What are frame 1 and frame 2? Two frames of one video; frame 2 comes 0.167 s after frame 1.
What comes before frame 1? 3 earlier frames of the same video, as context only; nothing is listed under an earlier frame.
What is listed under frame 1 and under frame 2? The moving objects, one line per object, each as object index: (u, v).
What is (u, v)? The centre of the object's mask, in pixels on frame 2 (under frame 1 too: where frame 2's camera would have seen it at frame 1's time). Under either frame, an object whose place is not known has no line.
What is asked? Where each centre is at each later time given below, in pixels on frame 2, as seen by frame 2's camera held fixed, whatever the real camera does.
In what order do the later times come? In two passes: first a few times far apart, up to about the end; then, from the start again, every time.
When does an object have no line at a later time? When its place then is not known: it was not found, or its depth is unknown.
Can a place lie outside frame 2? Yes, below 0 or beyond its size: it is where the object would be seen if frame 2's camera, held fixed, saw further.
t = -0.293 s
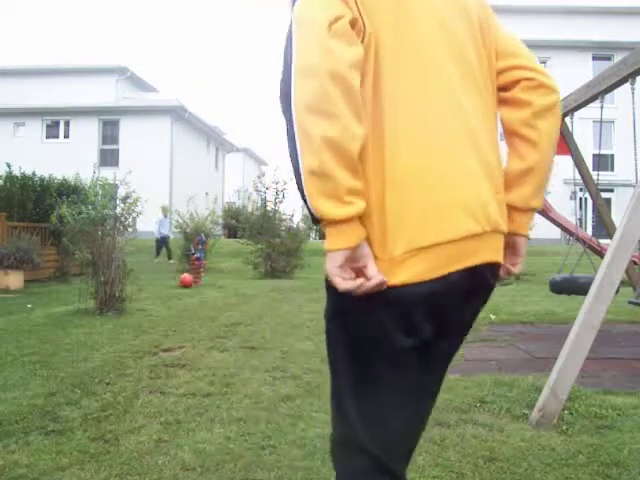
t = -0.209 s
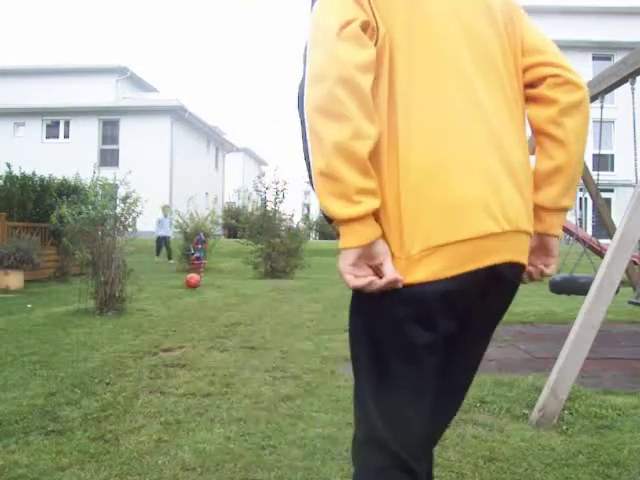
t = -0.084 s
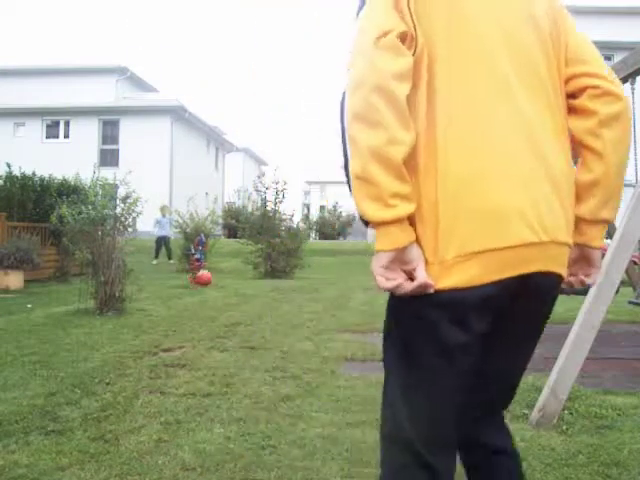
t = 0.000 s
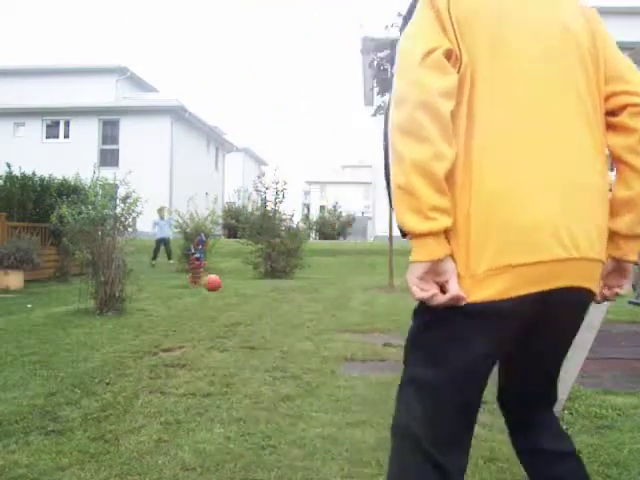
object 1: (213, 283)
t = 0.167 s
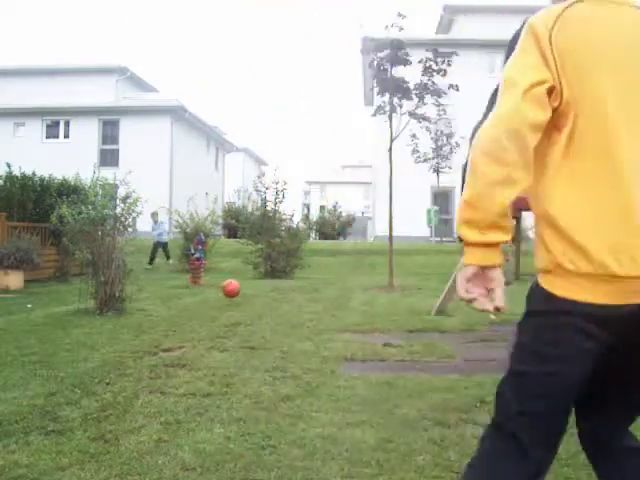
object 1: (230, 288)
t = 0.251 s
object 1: (241, 288)
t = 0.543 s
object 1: (285, 304)
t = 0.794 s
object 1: (338, 320)
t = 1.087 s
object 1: (424, 341)
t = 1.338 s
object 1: (547, 369)
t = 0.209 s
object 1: (236, 287)
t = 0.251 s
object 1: (241, 288)
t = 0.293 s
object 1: (247, 290)
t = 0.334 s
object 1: (253, 294)
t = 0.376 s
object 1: (259, 301)
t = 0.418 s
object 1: (265, 308)
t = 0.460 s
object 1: (272, 307)
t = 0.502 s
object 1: (278, 304)
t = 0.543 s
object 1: (285, 304)
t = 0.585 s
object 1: (293, 305)
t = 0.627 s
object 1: (301, 309)
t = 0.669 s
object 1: (309, 315)
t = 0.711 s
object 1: (318, 324)
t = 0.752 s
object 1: (328, 328)
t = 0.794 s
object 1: (338, 320)
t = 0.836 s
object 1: (347, 316)
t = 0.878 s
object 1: (359, 312)
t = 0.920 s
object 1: (370, 312)
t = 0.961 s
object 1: (382, 314)
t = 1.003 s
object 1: (395, 320)
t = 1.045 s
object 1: (409, 329)
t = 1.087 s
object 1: (424, 341)
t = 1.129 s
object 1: (439, 358)
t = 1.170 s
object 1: (456, 372)
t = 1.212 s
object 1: (476, 366)
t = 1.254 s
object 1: (498, 364)
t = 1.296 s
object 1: (521, 364)
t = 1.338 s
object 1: (547, 369)
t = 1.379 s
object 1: (575, 378)
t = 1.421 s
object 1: (606, 393)
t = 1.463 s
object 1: (626, 415)
